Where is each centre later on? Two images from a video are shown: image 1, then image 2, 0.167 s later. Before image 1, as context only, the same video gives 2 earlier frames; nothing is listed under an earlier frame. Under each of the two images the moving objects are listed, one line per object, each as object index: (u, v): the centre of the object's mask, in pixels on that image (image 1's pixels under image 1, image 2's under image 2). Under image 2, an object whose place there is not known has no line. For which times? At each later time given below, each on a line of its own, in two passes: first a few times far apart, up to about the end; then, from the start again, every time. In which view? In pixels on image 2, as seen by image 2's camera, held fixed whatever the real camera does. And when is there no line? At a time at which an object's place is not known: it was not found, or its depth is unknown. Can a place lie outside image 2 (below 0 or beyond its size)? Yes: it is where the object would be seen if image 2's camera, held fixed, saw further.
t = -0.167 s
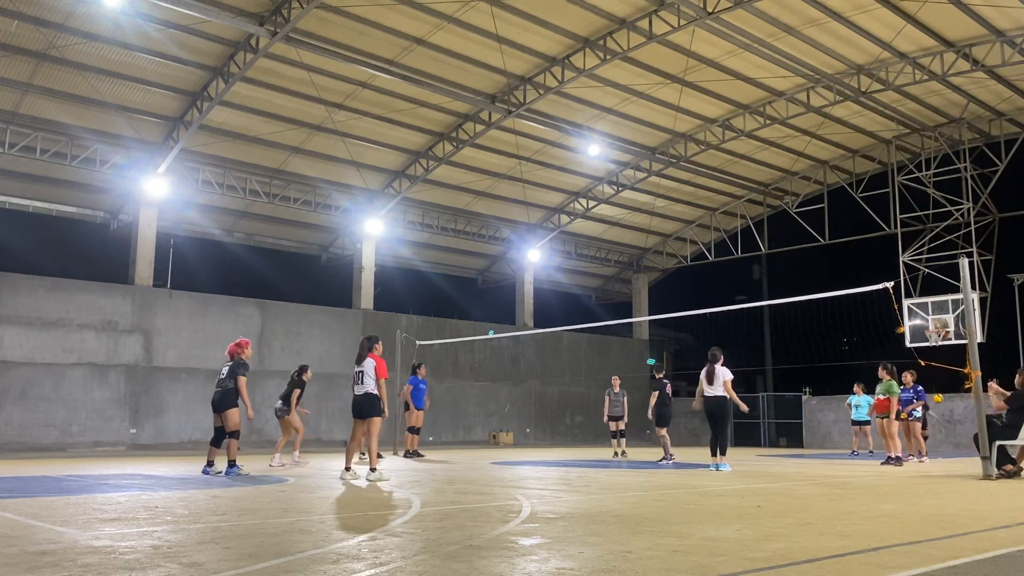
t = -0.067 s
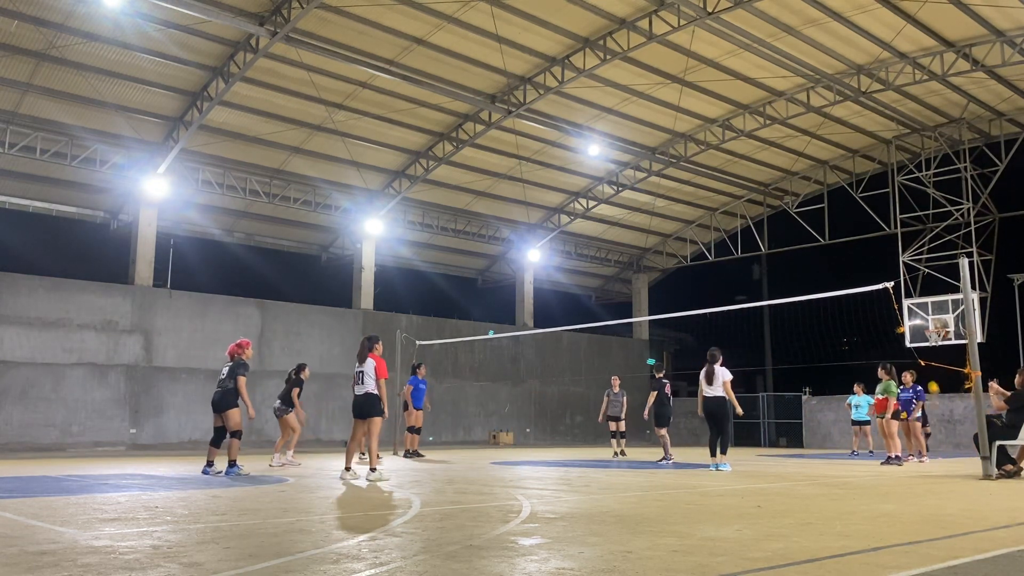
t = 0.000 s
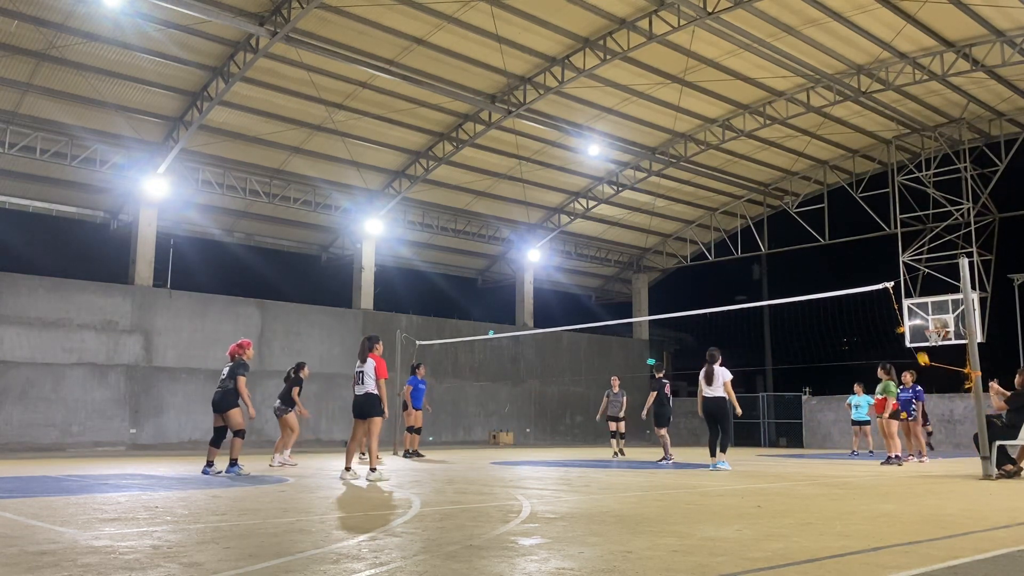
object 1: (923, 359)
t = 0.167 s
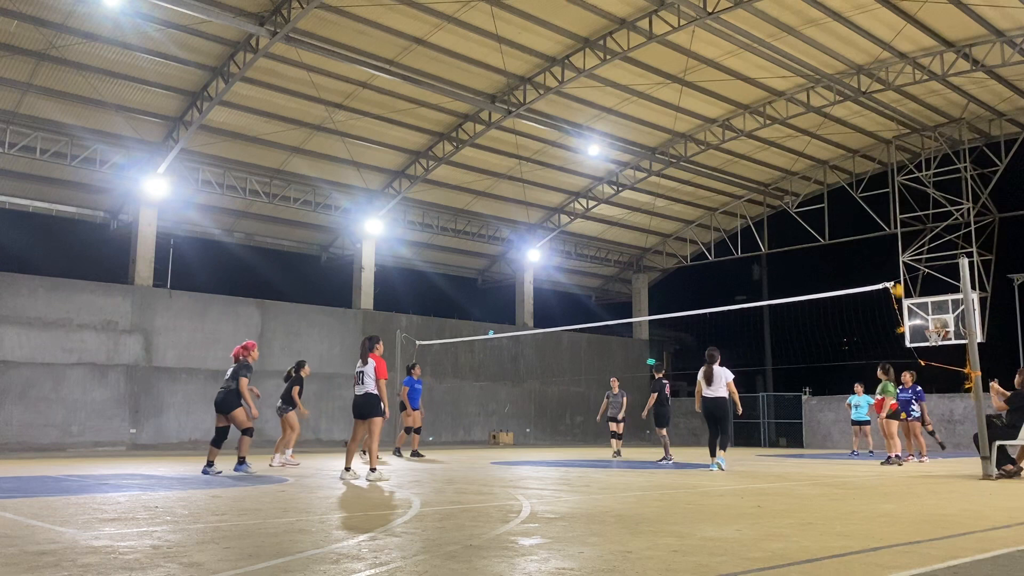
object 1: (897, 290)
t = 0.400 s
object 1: (861, 212)
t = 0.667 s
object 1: (821, 148)
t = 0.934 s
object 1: (777, 115)
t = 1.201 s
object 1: (727, 121)
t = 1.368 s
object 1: (693, 149)
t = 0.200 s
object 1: (892, 278)
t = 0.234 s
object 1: (887, 267)
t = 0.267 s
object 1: (882, 255)
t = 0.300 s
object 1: (877, 244)
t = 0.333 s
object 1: (872, 233)
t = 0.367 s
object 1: (866, 222)
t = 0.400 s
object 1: (861, 212)
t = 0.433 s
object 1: (856, 203)
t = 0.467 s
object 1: (851, 193)
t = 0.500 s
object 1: (846, 185)
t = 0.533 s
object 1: (840, 176)
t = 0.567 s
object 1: (835, 169)
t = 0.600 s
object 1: (830, 162)
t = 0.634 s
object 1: (825, 154)
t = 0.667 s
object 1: (821, 148)
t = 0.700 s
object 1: (815, 142)
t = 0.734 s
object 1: (809, 137)
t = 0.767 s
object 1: (805, 131)
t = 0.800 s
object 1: (799, 127)
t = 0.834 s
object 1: (793, 124)
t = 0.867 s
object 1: (788, 120)
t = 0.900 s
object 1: (782, 117)
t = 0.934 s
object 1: (777, 115)
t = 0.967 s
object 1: (771, 114)
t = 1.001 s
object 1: (765, 113)
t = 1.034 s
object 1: (760, 113)
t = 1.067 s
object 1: (753, 112)
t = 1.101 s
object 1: (747, 113)
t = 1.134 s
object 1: (741, 115)
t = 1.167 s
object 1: (733, 118)
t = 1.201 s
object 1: (727, 121)
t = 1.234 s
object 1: (720, 125)
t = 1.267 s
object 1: (715, 129)
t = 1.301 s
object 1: (708, 136)
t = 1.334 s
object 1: (701, 141)
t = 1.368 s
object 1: (693, 149)
